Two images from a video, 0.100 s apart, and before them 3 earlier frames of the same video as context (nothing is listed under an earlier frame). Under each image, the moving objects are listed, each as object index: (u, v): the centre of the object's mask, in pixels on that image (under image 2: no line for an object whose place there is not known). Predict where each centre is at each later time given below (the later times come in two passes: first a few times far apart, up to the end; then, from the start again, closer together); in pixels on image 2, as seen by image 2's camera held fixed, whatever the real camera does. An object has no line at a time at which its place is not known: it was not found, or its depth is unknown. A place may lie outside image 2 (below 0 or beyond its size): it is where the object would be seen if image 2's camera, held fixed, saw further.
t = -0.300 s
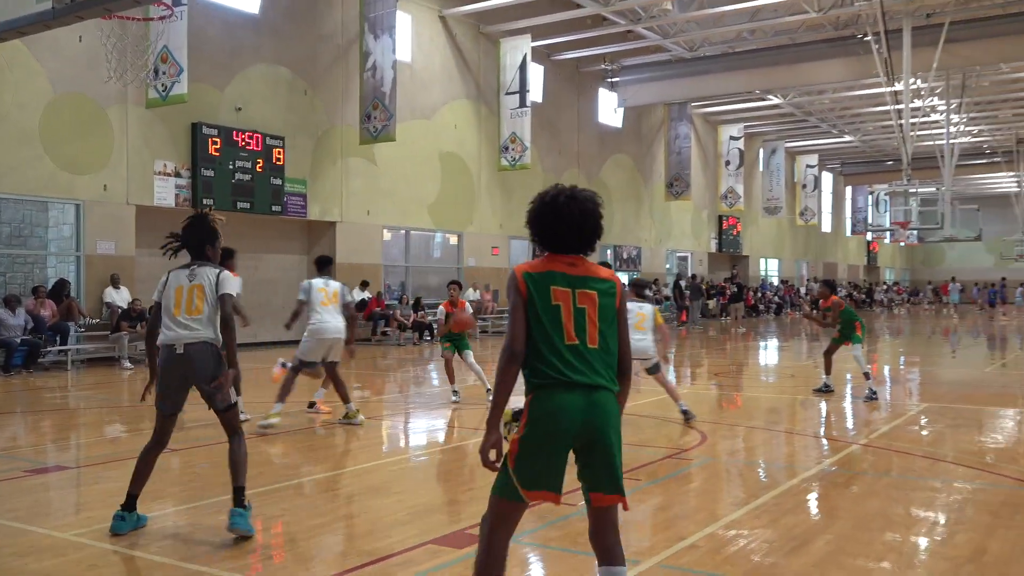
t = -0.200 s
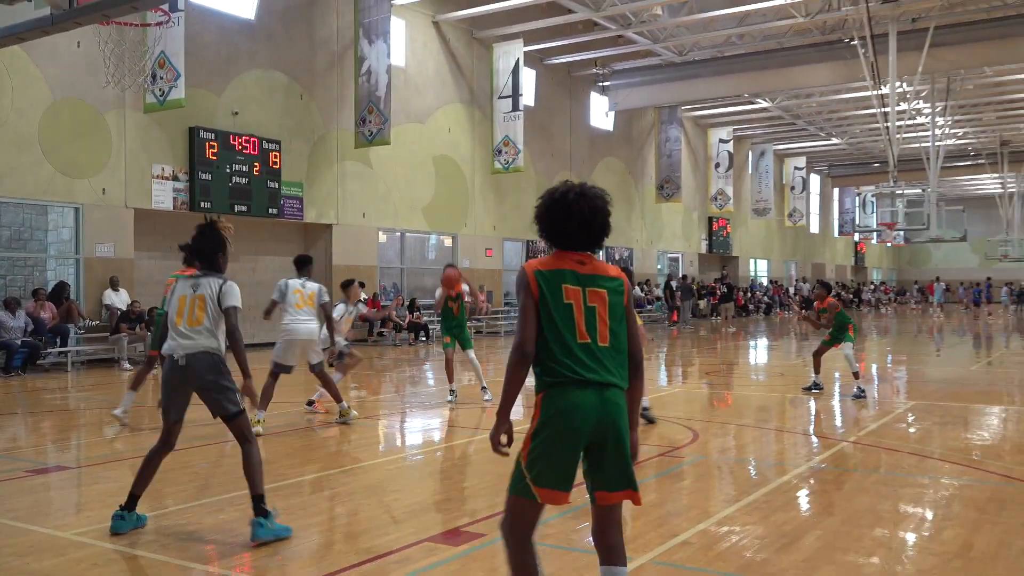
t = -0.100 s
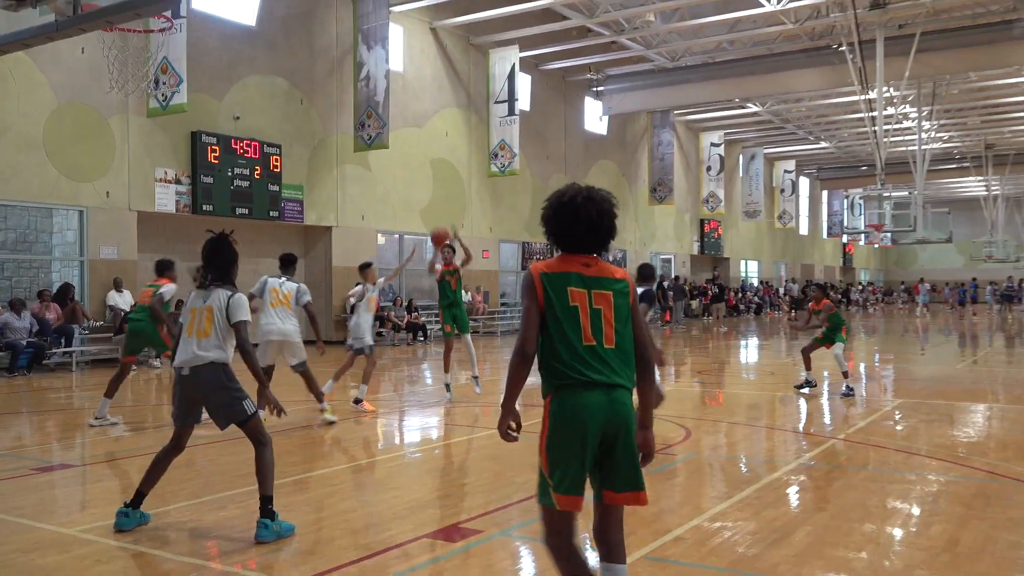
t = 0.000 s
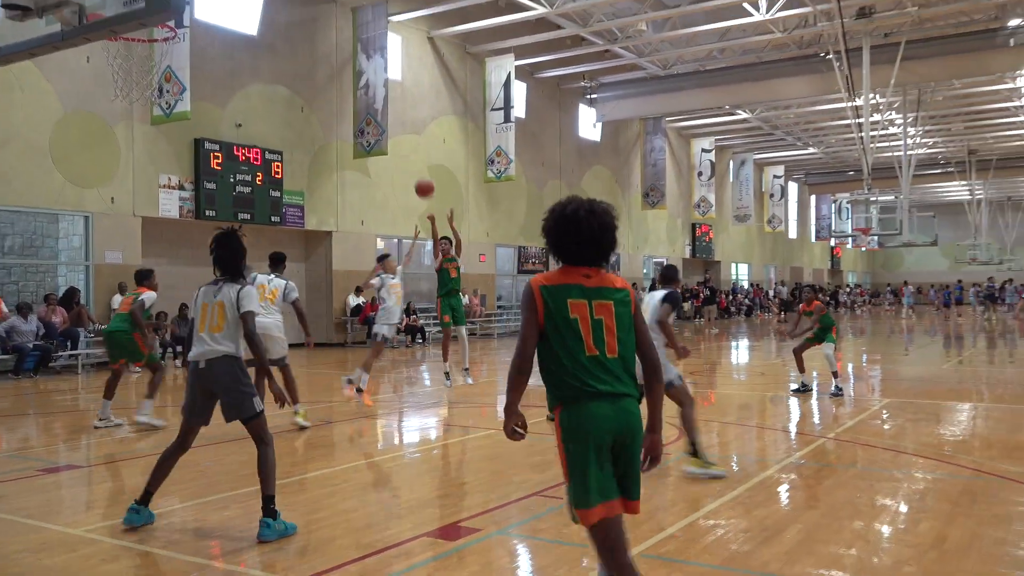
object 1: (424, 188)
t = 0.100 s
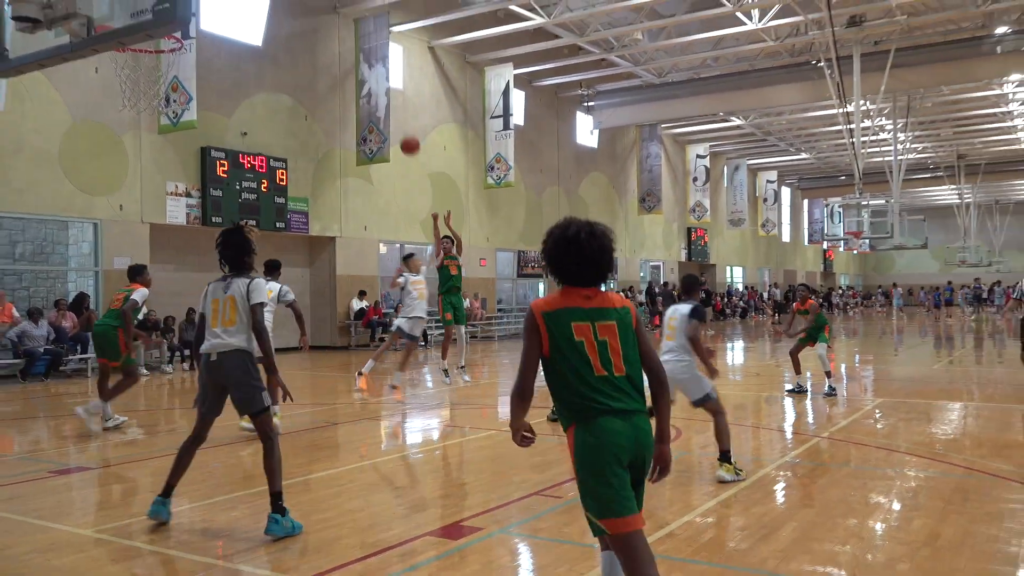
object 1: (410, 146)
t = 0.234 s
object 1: (387, 87)
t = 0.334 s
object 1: (369, 49)
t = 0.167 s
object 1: (399, 115)
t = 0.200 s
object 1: (393, 101)
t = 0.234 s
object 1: (387, 87)
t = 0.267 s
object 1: (382, 74)
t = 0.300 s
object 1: (376, 61)
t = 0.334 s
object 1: (369, 49)
